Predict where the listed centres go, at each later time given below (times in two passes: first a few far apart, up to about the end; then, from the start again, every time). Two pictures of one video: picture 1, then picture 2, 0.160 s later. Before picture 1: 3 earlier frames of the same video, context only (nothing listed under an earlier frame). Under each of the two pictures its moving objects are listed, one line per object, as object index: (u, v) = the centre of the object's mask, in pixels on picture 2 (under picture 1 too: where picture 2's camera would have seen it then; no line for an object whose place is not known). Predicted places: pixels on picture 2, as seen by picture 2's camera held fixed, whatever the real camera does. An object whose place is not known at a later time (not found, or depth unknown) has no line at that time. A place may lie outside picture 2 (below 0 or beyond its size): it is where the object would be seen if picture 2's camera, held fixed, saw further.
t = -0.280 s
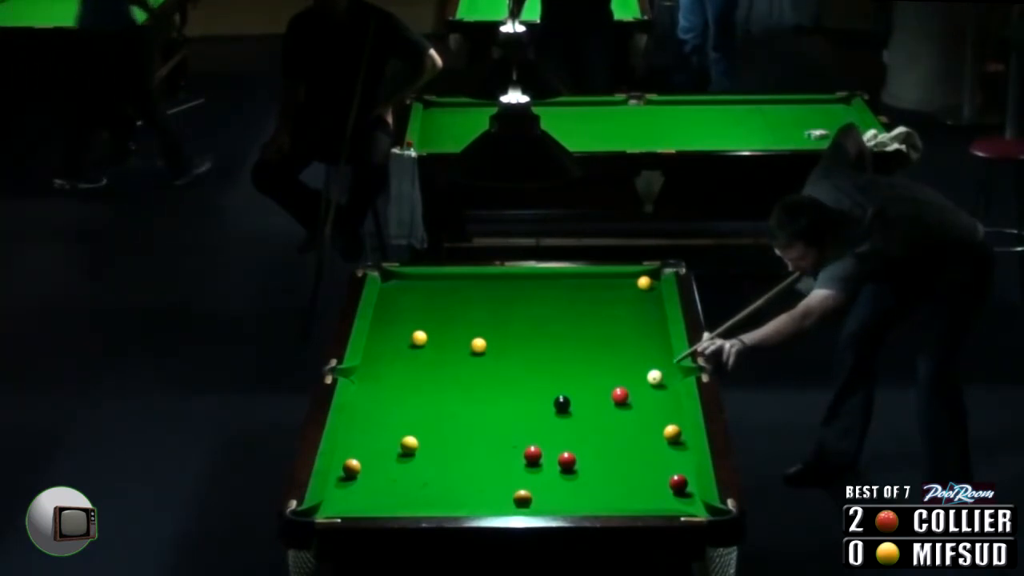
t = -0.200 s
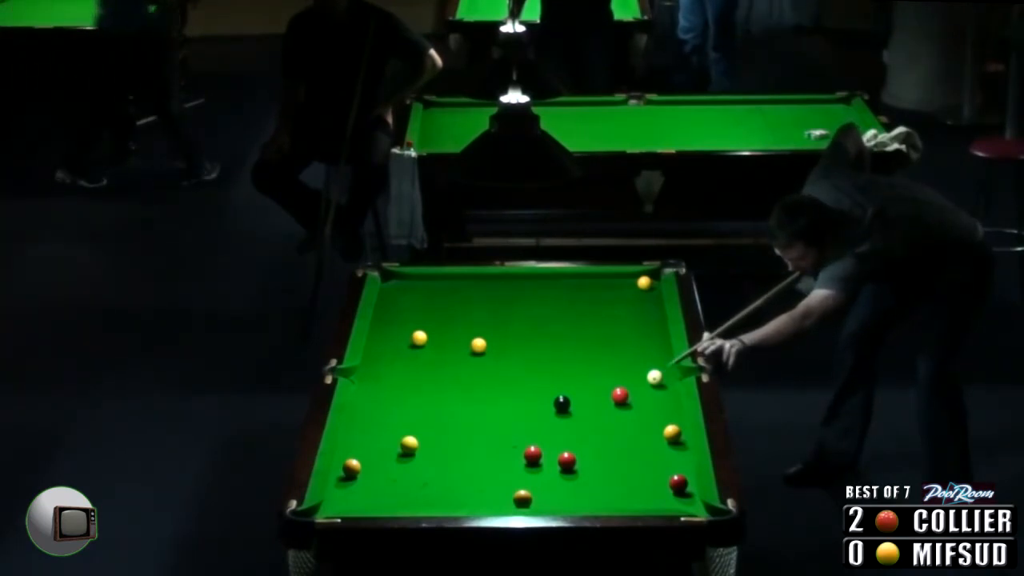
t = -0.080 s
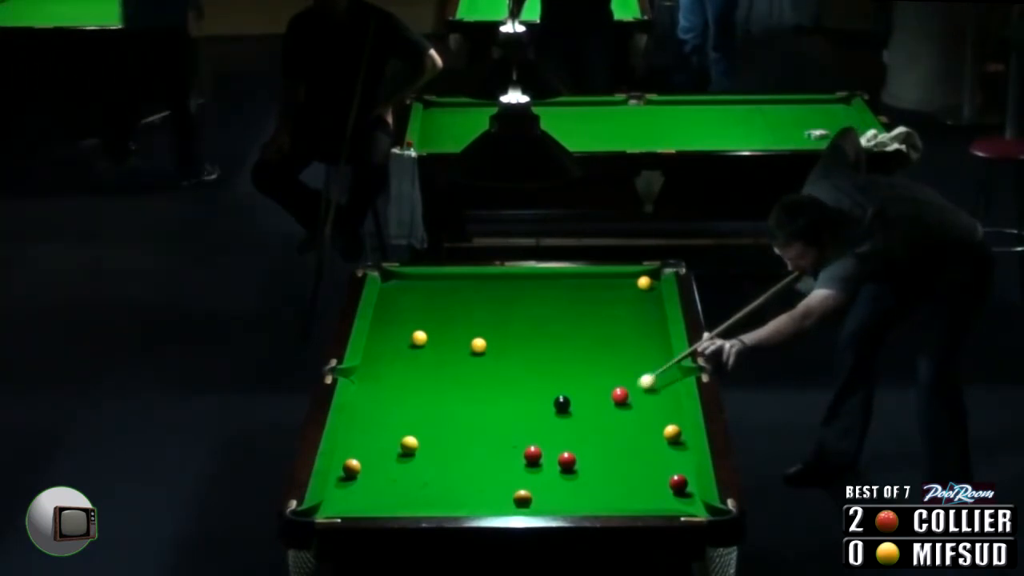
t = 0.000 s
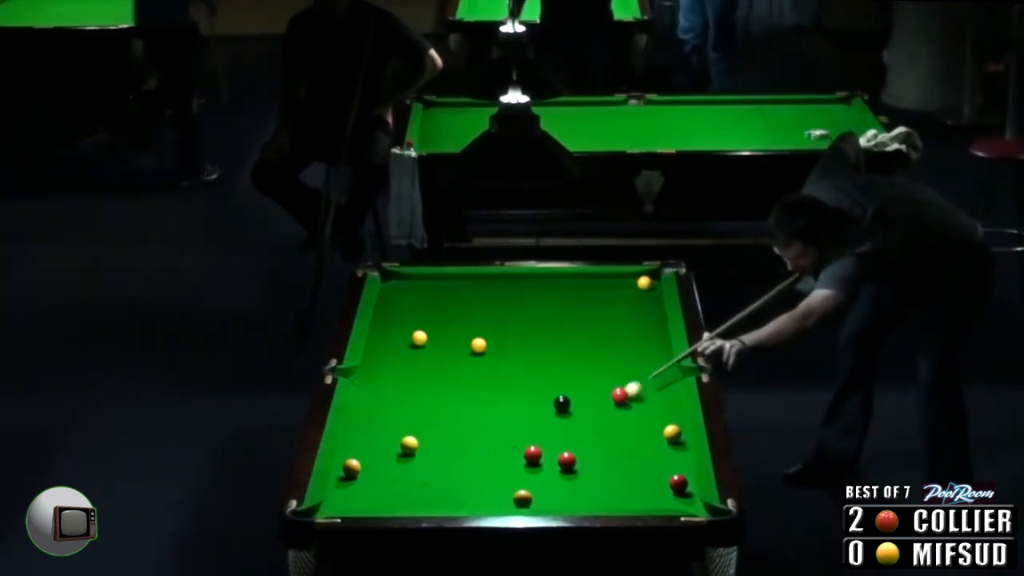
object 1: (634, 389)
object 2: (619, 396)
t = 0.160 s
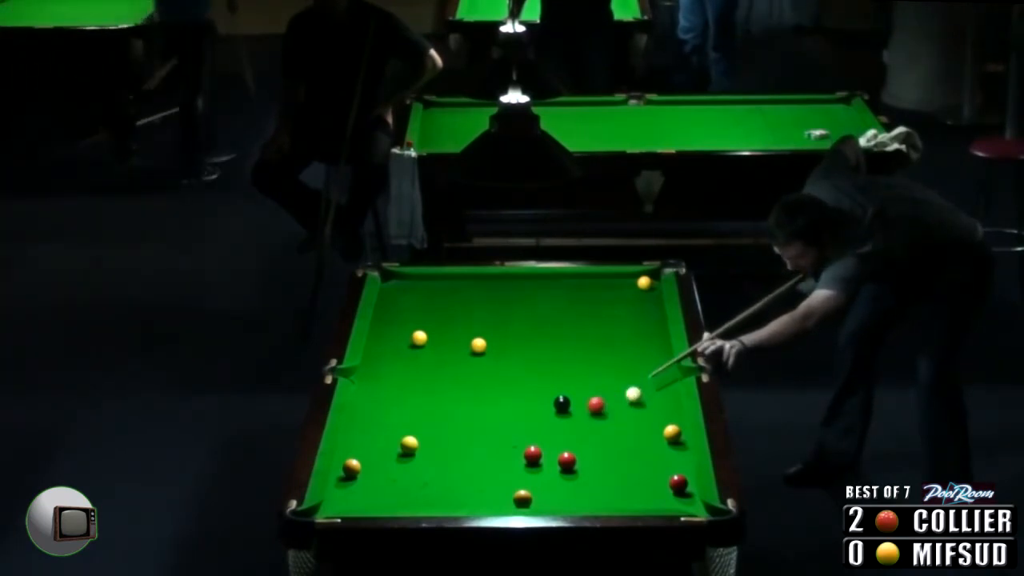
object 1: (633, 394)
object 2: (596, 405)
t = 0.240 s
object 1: (633, 397)
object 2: (585, 410)
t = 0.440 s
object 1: (634, 402)
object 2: (557, 421)
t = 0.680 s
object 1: (634, 408)
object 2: (524, 434)
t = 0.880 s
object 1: (634, 413)
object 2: (497, 445)
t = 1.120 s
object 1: (634, 418)
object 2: (466, 458)
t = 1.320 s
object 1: (634, 422)
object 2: (439, 468)
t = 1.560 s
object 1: (634, 426)
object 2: (408, 480)
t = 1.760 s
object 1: (633, 428)
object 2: (383, 490)
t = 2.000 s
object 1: (633, 430)
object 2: (353, 500)
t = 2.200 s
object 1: (633, 431)
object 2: (329, 508)
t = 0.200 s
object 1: (633, 395)
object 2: (590, 408)
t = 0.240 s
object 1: (633, 397)
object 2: (585, 410)
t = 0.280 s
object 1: (634, 398)
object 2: (579, 412)
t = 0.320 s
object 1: (634, 399)
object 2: (573, 414)
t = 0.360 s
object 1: (634, 400)
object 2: (568, 416)
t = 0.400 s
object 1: (634, 401)
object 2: (563, 418)
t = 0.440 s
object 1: (634, 402)
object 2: (557, 421)
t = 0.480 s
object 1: (634, 403)
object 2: (552, 423)
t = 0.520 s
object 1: (634, 404)
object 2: (546, 425)
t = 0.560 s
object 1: (634, 405)
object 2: (540, 427)
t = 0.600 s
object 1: (634, 406)
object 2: (535, 429)
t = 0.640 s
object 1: (634, 407)
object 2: (530, 431)
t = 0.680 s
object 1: (634, 408)
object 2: (524, 434)
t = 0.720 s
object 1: (634, 409)
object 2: (519, 436)
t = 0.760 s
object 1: (634, 410)
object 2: (513, 438)
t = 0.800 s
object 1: (634, 411)
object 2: (508, 440)
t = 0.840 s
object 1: (634, 412)
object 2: (502, 443)
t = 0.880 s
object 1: (634, 413)
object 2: (497, 445)
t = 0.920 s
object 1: (634, 414)
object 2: (492, 447)
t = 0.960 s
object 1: (634, 415)
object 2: (487, 449)
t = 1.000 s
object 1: (634, 416)
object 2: (481, 451)
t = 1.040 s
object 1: (634, 416)
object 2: (476, 453)
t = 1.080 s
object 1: (634, 417)
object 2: (471, 455)
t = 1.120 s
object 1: (634, 418)
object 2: (466, 458)
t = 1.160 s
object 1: (634, 419)
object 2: (460, 460)
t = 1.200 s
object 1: (634, 420)
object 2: (455, 462)
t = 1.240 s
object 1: (634, 421)
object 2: (450, 464)
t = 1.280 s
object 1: (634, 421)
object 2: (445, 466)
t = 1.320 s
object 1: (634, 422)
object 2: (439, 468)
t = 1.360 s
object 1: (634, 423)
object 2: (434, 470)
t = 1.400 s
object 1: (634, 423)
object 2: (429, 472)
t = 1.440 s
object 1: (634, 424)
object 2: (424, 474)
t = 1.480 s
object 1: (634, 425)
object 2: (419, 476)
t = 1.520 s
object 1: (634, 425)
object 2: (413, 478)
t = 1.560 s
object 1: (634, 426)
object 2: (408, 480)
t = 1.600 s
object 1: (634, 426)
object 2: (403, 482)
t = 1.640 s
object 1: (633, 427)
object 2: (397, 484)
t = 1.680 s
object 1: (633, 427)
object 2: (393, 486)
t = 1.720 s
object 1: (633, 428)
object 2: (388, 488)
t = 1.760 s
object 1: (633, 428)
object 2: (383, 490)
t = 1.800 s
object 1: (633, 428)
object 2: (378, 492)
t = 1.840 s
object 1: (633, 429)
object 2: (373, 494)
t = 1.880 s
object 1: (633, 429)
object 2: (368, 495)
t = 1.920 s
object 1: (633, 430)
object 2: (363, 497)
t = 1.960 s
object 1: (633, 430)
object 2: (358, 499)
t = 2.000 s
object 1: (633, 430)
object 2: (353, 500)
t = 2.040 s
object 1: (633, 431)
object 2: (348, 501)
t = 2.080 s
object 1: (633, 431)
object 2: (343, 503)
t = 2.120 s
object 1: (633, 431)
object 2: (338, 505)
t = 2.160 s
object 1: (633, 431)
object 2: (333, 506)
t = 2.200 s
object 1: (633, 431)
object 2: (329, 508)
